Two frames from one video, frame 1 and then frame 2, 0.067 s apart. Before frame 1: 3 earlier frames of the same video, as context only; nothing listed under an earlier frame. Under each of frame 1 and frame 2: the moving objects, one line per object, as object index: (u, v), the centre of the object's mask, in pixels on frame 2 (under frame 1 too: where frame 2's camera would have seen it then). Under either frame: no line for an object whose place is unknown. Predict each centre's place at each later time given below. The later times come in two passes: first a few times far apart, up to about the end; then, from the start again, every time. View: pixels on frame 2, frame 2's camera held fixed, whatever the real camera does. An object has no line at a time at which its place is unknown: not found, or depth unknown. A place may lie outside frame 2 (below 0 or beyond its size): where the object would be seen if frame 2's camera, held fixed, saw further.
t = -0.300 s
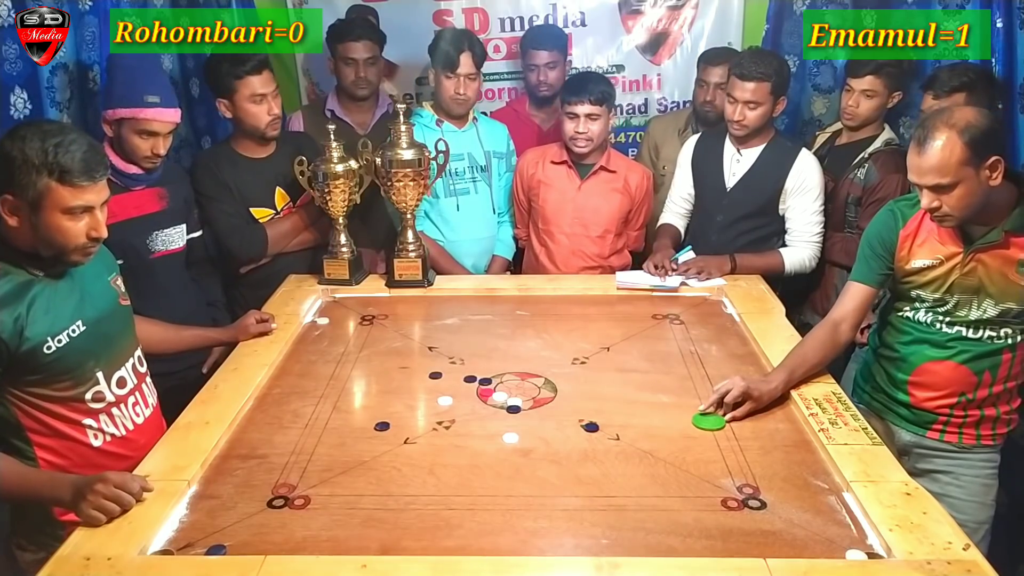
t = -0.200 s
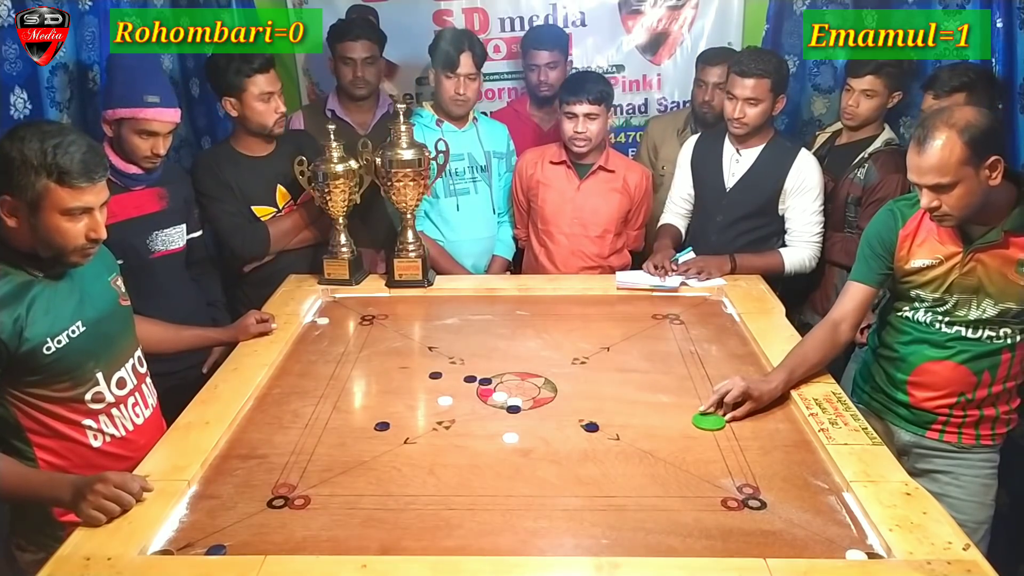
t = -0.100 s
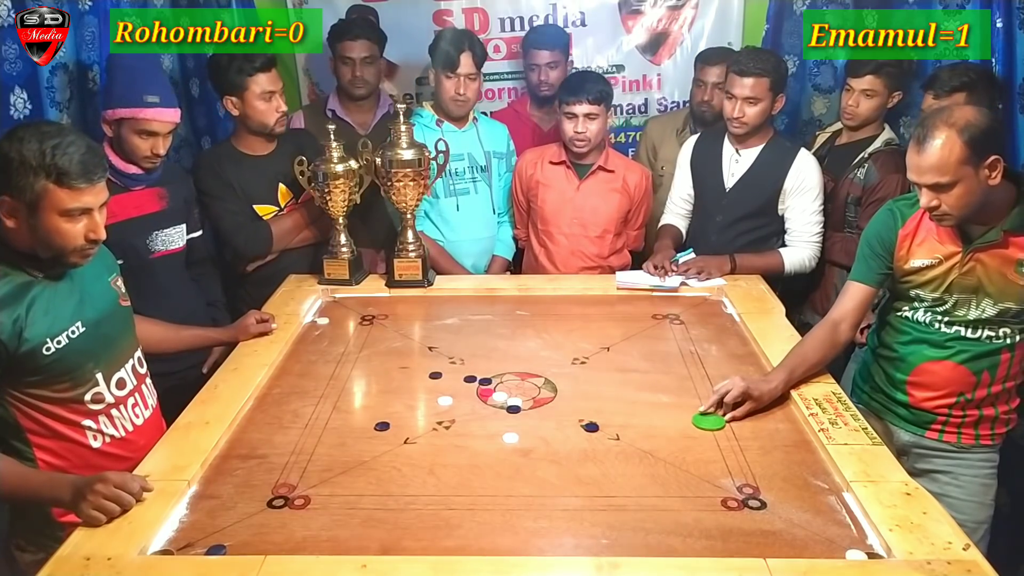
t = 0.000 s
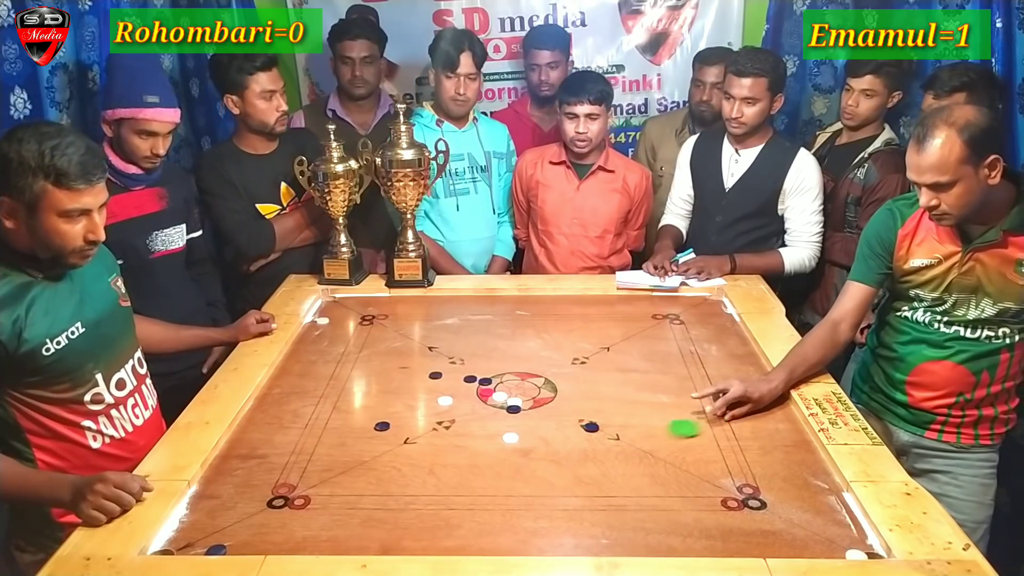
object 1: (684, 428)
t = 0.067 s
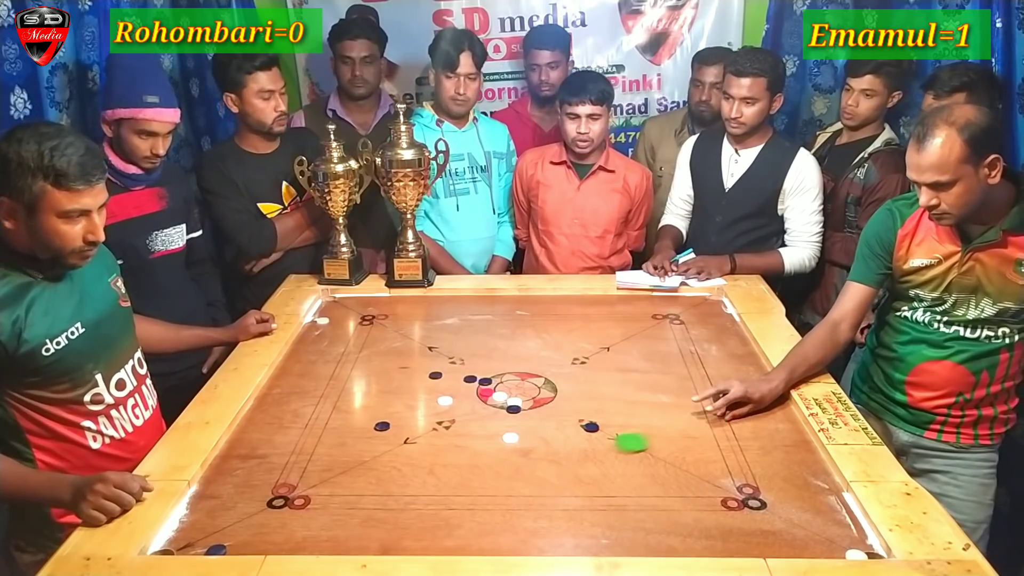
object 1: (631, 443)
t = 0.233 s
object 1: (500, 477)
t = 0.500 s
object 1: (294, 526)
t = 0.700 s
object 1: (181, 544)
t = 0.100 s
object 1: (606, 450)
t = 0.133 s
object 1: (579, 457)
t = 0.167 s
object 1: (553, 464)
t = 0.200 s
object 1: (527, 470)
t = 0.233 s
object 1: (500, 477)
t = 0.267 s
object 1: (474, 484)
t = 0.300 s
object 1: (448, 490)
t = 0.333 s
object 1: (422, 496)
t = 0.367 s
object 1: (396, 502)
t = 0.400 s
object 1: (369, 508)
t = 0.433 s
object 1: (344, 514)
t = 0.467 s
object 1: (319, 520)
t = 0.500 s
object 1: (294, 526)
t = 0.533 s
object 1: (269, 531)
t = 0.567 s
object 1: (246, 536)
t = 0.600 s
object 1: (228, 539)
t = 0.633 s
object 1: (211, 541)
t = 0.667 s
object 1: (195, 543)
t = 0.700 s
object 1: (181, 544)
